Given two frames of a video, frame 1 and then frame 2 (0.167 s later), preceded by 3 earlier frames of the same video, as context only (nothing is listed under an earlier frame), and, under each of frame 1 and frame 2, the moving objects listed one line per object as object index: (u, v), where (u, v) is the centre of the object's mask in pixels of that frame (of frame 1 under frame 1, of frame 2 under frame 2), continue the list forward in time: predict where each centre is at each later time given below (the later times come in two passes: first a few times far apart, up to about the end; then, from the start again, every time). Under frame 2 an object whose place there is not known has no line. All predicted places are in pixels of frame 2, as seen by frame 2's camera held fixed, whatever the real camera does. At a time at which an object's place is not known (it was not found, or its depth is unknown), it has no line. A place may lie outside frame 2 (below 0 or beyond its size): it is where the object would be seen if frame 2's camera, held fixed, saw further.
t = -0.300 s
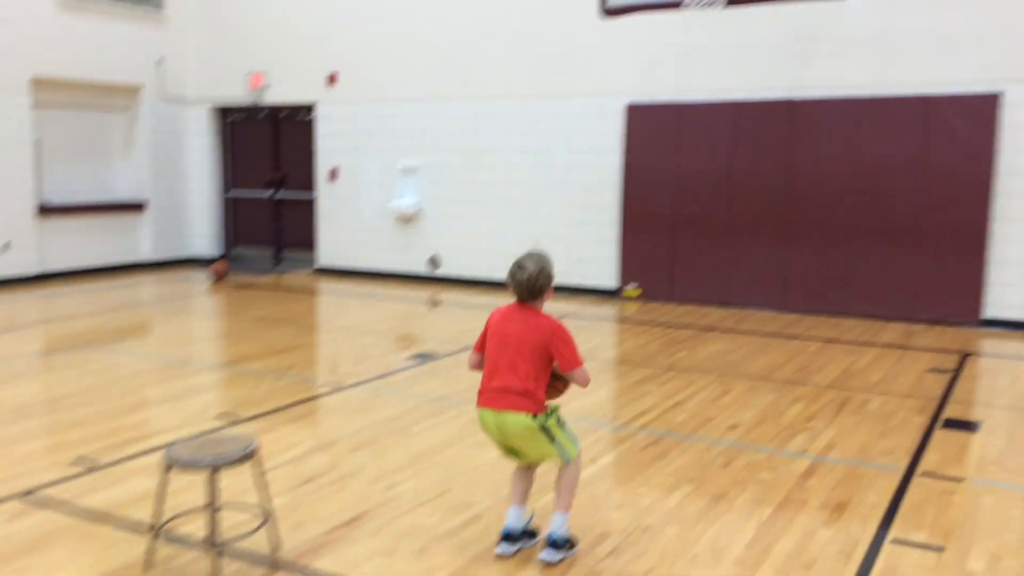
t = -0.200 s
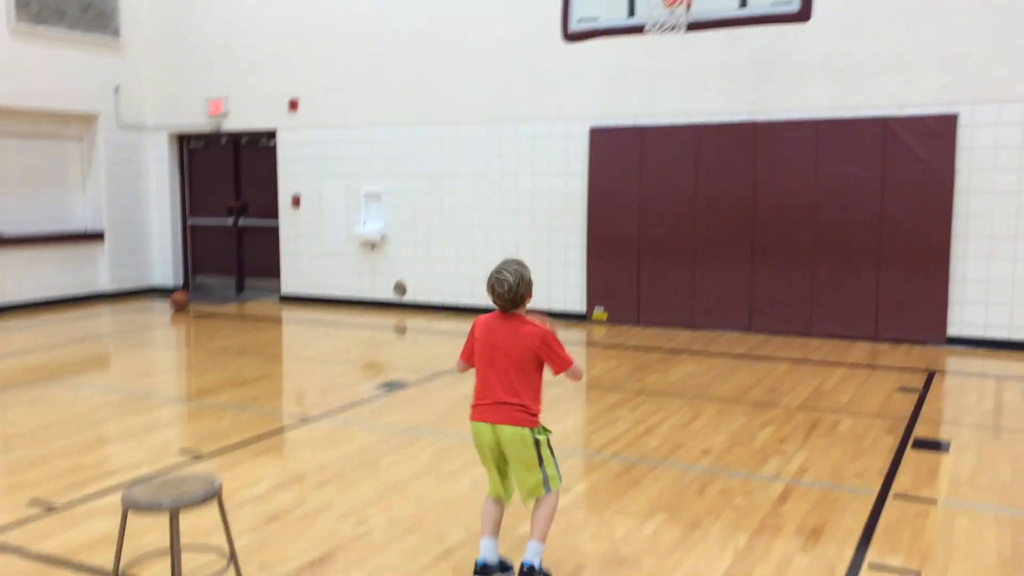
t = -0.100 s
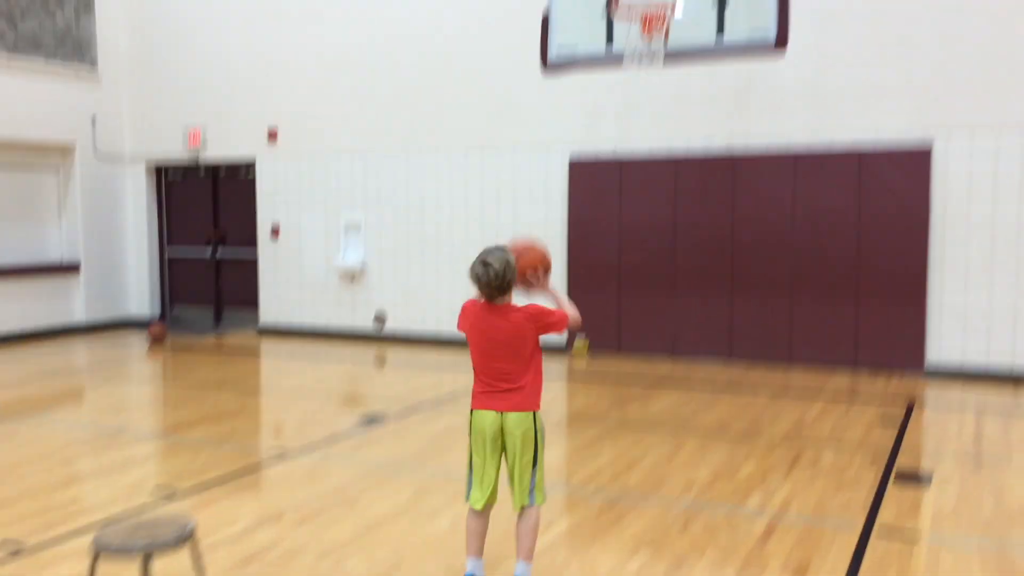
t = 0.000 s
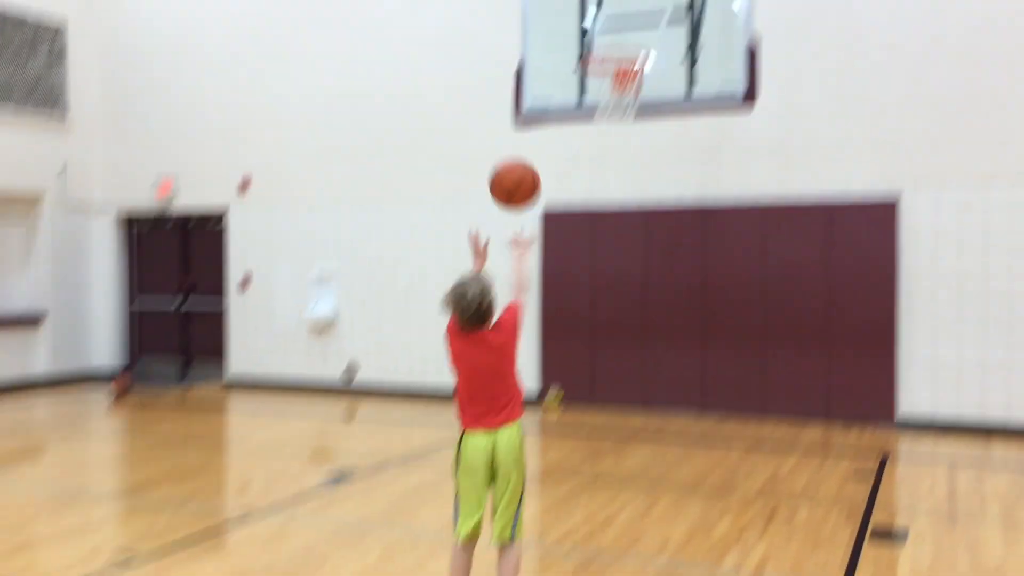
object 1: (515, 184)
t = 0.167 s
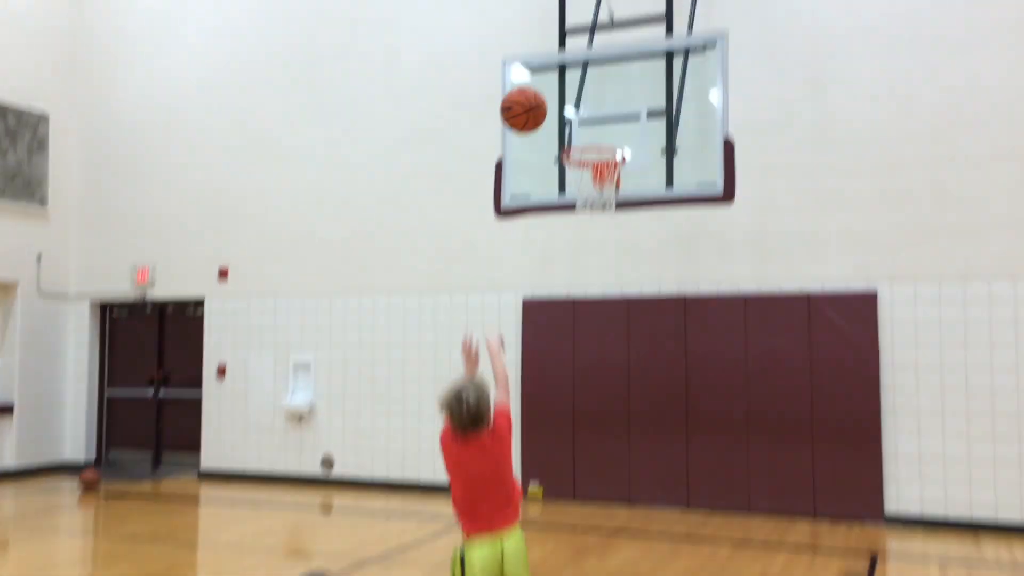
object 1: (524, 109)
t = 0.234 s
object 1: (533, 66)
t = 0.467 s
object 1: (560, -5)
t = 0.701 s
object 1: (580, 21)
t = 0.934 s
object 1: (598, 117)
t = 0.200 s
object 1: (529, 87)
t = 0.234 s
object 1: (533, 66)
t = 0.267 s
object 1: (537, 49)
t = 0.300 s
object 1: (542, 34)
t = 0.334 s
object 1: (545, 22)
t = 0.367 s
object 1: (549, 12)
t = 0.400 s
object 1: (553, 4)
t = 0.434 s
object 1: (556, -1)
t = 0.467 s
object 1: (560, -5)
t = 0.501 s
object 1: (563, -6)
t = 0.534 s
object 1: (566, -6)
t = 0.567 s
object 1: (569, -4)
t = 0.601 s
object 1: (572, 0)
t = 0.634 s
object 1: (575, 5)
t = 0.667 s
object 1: (578, 13)
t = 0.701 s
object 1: (580, 21)
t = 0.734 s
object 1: (583, 31)
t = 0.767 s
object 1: (586, 42)
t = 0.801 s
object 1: (588, 55)
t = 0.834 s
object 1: (591, 69)
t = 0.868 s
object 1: (593, 83)
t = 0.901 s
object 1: (596, 100)
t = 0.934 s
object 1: (598, 117)
